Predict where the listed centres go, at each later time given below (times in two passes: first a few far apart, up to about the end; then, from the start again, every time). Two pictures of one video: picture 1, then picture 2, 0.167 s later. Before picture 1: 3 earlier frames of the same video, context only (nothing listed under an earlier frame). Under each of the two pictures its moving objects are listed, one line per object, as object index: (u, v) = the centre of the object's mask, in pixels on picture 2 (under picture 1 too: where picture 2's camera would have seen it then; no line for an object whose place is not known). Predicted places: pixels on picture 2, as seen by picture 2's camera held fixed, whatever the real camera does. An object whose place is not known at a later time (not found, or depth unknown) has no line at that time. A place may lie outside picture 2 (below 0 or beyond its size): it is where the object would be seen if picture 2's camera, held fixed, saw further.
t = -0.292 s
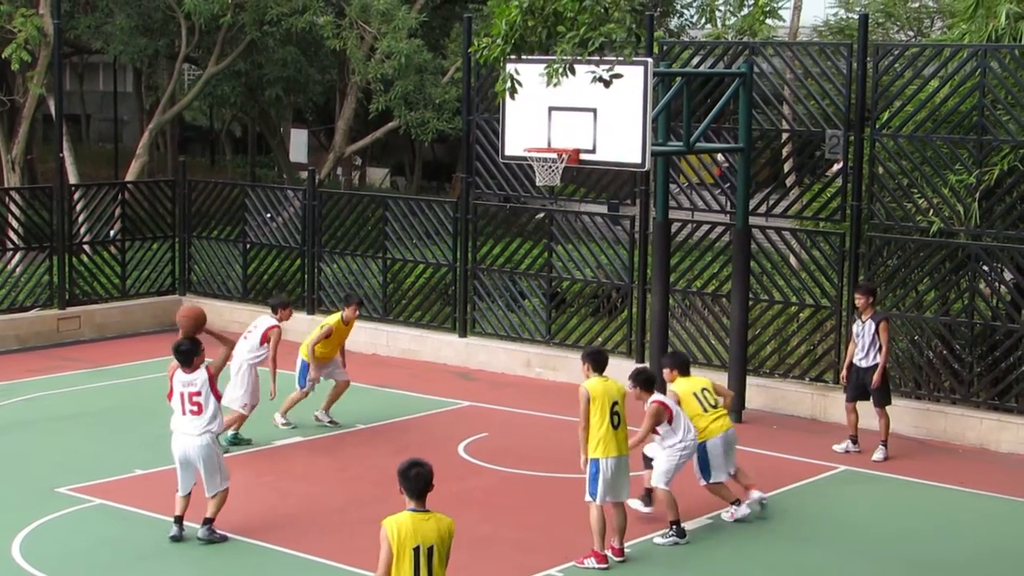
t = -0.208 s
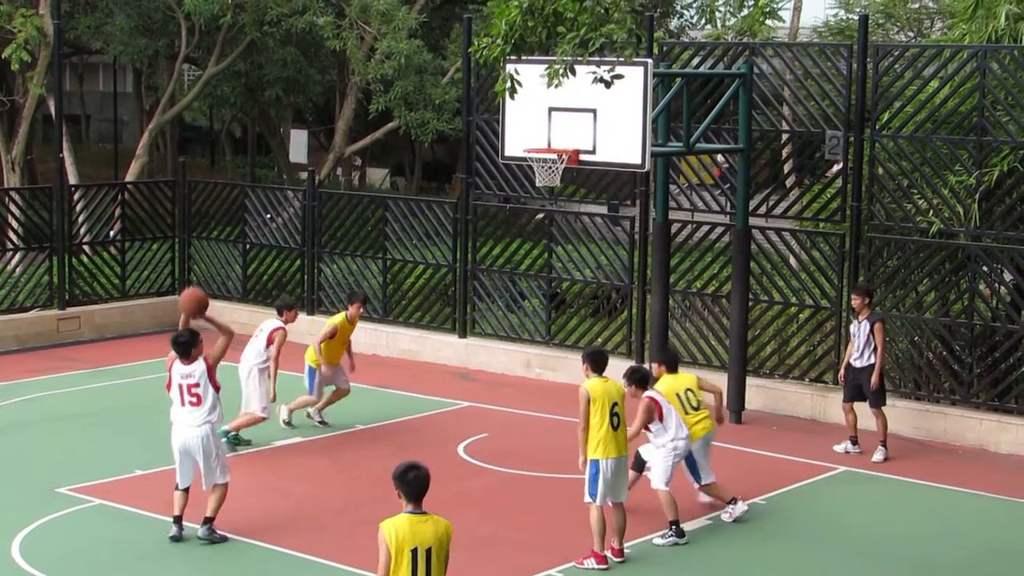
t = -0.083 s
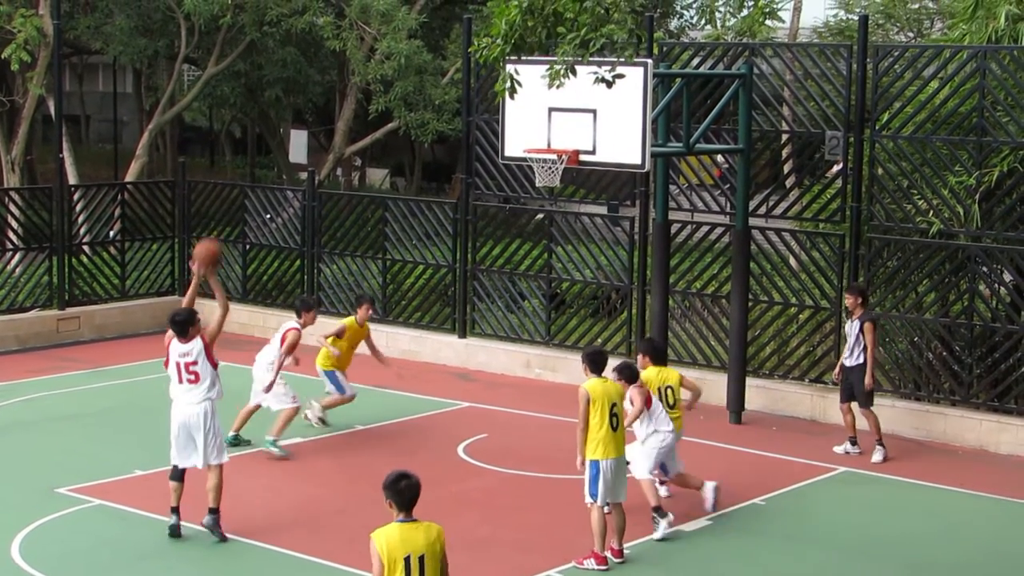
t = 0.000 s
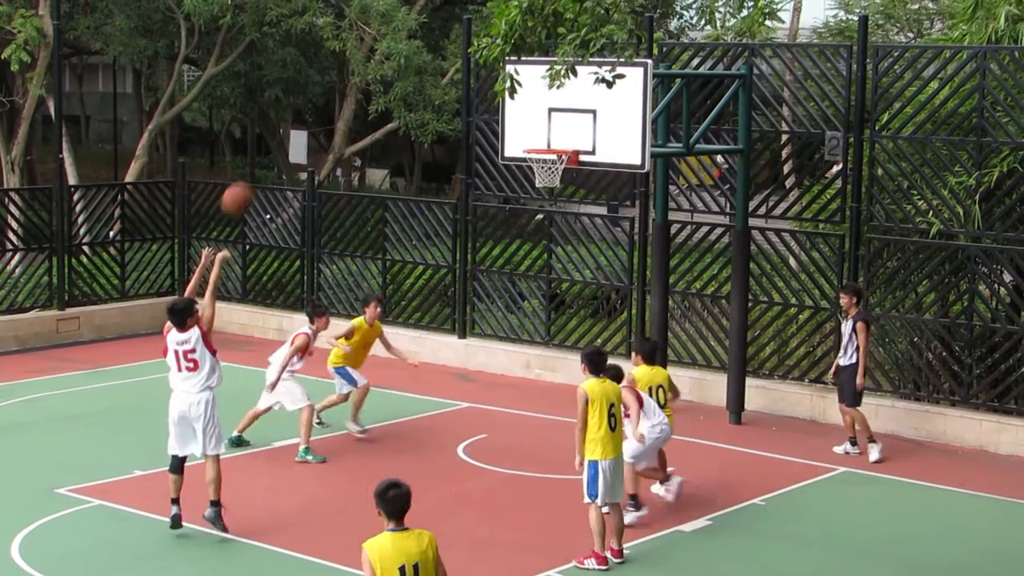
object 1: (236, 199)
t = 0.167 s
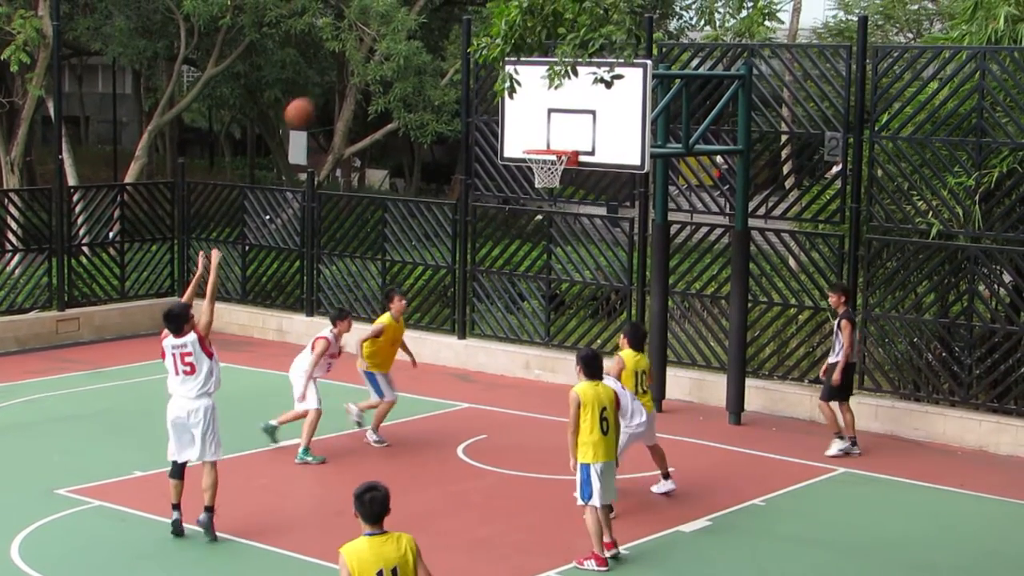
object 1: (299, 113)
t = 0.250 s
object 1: (329, 83)
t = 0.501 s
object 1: (415, 44)
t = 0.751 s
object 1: (488, 75)
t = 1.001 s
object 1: (550, 132)
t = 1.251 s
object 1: (571, 125)
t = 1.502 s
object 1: (545, 138)
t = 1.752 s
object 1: (529, 139)
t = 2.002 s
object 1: (536, 138)
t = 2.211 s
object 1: (548, 144)
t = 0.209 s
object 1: (315, 97)
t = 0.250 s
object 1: (329, 83)
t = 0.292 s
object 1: (344, 71)
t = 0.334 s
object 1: (358, 62)
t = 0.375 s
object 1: (372, 54)
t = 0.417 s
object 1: (387, 49)
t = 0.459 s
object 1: (400, 45)
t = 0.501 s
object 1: (415, 44)
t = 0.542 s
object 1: (426, 45)
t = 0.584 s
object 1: (439, 48)
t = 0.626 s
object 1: (453, 52)
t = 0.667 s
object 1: (465, 58)
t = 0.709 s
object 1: (477, 67)
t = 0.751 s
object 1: (488, 75)
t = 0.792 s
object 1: (496, 89)
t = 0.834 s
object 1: (513, 102)
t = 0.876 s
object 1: (525, 115)
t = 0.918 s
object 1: (536, 131)
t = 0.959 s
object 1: (544, 139)
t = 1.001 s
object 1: (550, 132)
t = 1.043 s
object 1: (555, 128)
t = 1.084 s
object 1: (560, 125)
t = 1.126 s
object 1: (565, 123)
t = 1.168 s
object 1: (570, 123)
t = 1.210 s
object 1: (575, 126)
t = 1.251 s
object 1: (571, 125)
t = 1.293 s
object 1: (567, 127)
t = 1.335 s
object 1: (563, 130)
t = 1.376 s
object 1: (559, 135)
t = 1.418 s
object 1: (555, 141)
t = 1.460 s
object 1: (551, 139)
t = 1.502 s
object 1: (545, 138)
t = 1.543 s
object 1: (540, 138)
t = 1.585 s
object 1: (534, 139)
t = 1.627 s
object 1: (530, 140)
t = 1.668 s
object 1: (530, 138)
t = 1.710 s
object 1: (530, 138)
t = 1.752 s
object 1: (529, 139)
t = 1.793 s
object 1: (530, 138)
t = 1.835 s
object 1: (531, 136)
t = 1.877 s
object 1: (532, 137)
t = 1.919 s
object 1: (533, 138)
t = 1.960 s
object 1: (535, 138)
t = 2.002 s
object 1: (536, 138)
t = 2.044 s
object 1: (538, 139)
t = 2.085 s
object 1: (541, 140)
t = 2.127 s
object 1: (543, 140)
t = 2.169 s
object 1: (546, 142)
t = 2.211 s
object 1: (548, 144)
